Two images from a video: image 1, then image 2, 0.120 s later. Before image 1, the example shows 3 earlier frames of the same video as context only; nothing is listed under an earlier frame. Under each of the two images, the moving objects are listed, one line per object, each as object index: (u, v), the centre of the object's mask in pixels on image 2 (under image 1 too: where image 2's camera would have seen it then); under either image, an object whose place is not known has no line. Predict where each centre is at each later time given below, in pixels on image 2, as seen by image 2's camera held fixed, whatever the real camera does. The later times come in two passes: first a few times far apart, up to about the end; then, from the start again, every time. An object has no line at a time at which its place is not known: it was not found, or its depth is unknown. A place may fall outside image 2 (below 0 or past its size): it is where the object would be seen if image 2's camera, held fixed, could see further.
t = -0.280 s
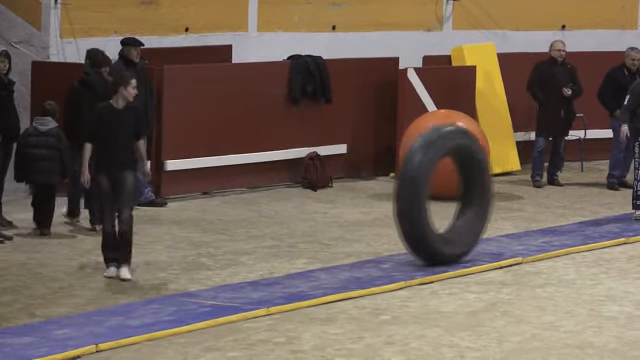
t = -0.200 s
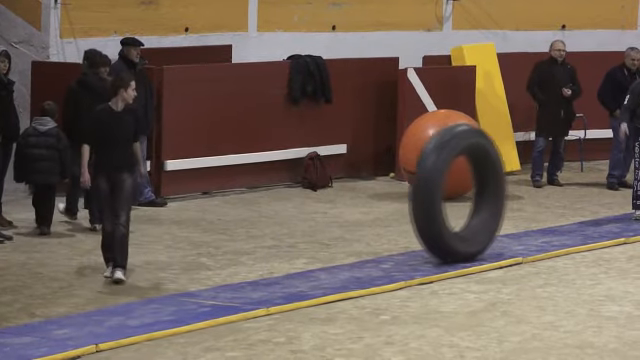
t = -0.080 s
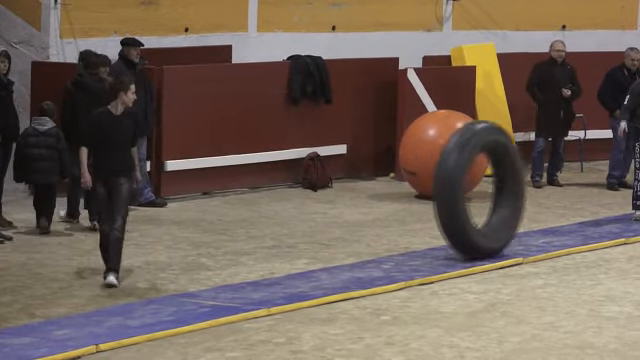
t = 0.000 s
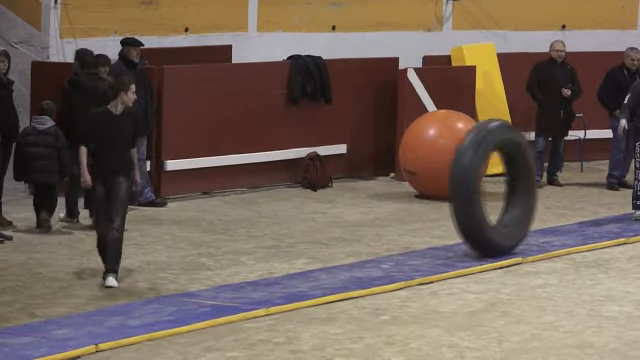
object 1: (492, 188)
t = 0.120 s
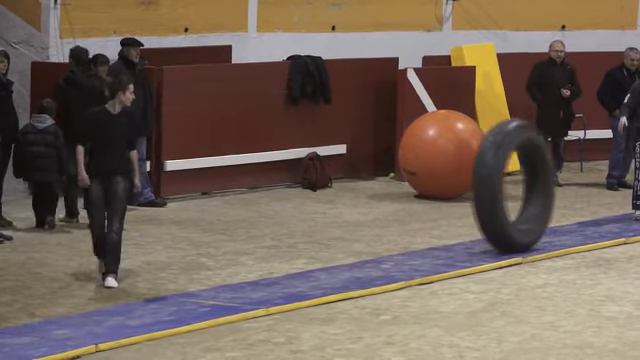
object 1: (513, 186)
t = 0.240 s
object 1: (532, 184)
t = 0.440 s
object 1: (560, 180)
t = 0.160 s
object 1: (519, 185)
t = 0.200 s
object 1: (526, 185)
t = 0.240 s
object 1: (532, 184)
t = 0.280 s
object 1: (538, 183)
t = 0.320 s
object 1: (544, 182)
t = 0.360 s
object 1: (550, 181)
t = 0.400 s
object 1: (555, 181)
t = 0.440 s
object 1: (560, 180)
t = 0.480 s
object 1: (566, 179)
